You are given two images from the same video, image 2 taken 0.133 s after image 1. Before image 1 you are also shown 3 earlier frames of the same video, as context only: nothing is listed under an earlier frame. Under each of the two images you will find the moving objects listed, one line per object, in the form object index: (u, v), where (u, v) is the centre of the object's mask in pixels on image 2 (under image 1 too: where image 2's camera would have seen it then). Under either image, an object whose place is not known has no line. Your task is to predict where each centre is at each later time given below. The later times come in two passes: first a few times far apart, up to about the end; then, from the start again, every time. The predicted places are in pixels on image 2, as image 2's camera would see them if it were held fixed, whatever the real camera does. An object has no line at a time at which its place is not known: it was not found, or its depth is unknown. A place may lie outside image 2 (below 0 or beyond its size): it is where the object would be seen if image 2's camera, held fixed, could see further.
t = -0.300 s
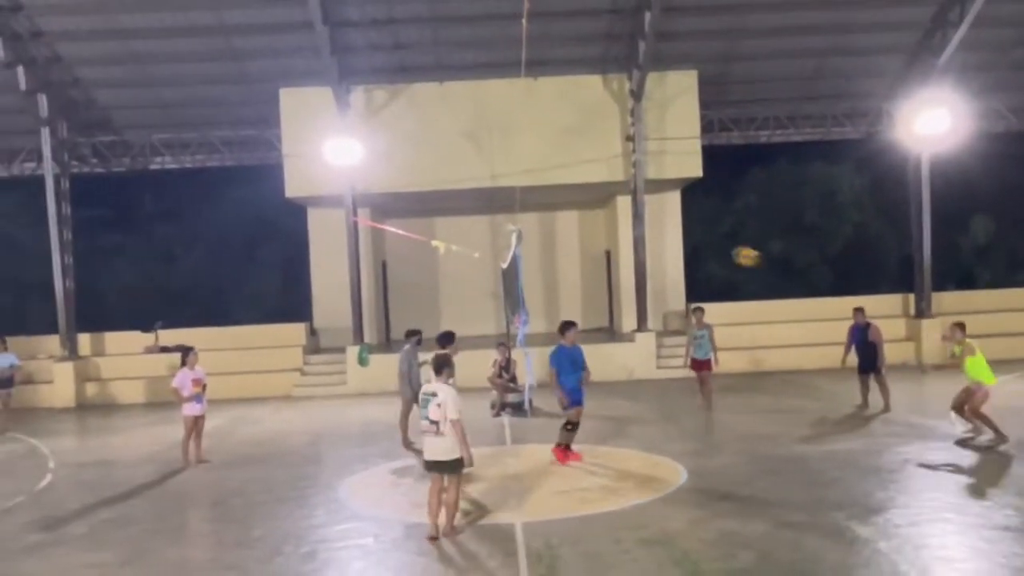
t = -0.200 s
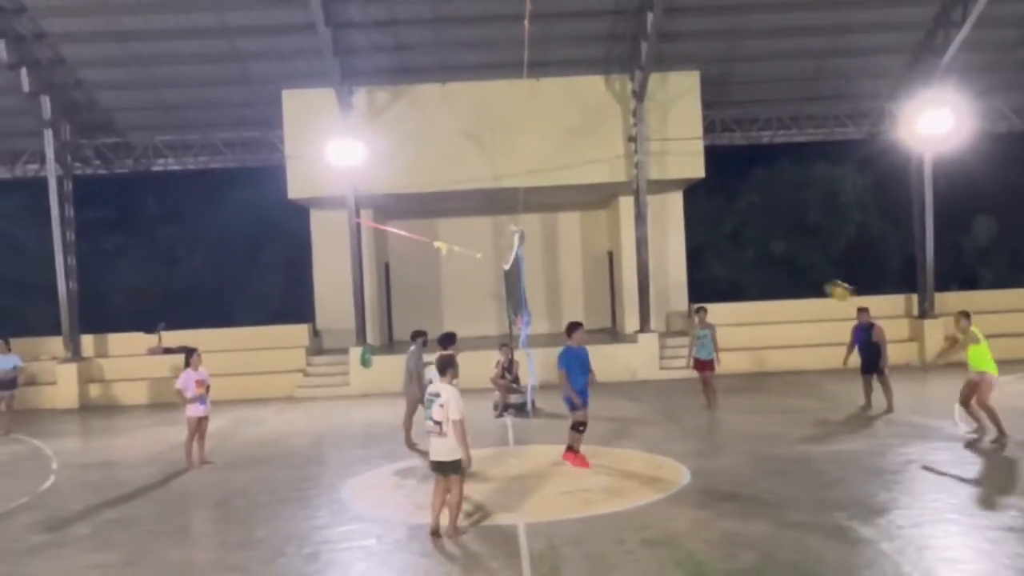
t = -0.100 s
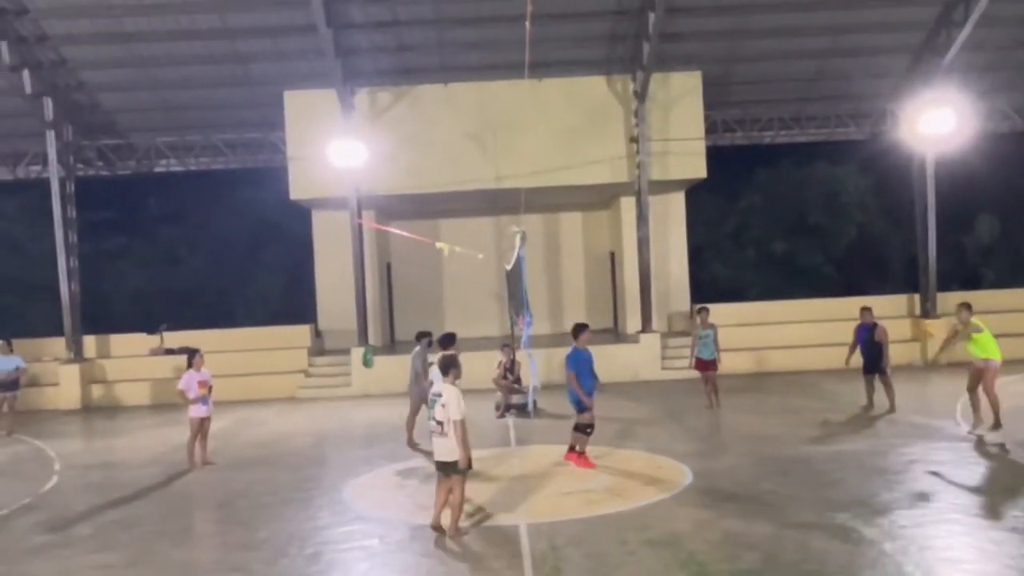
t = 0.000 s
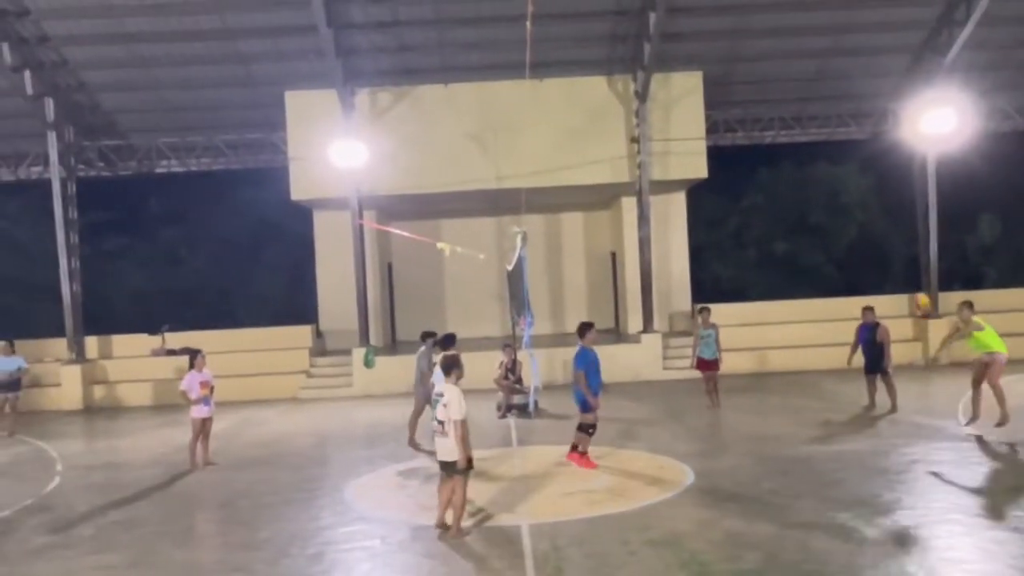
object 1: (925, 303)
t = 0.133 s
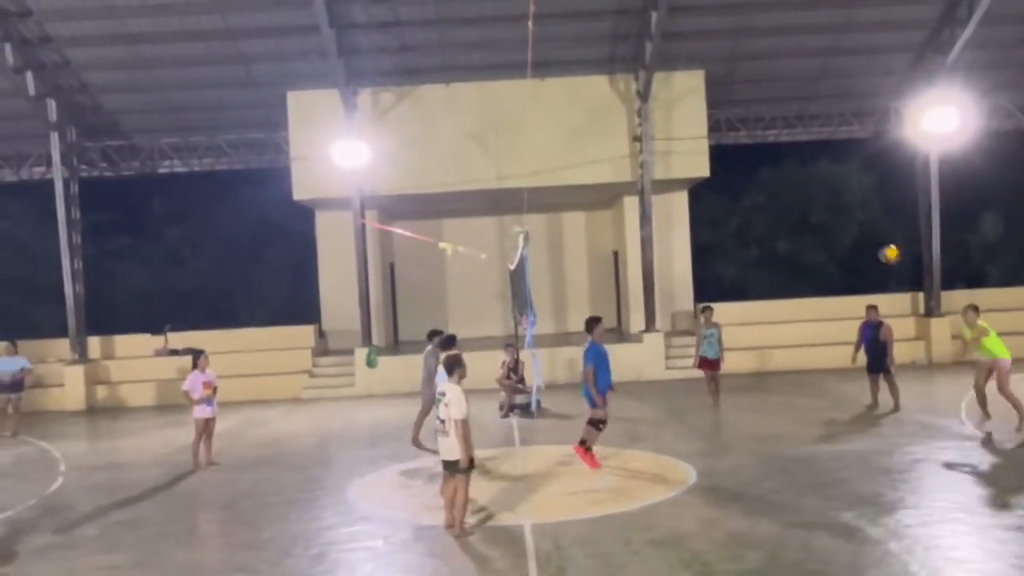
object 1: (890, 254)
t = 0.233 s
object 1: (864, 227)
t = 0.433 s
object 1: (813, 197)
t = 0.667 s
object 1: (752, 202)
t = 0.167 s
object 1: (880, 244)
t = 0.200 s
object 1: (872, 235)
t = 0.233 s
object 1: (864, 227)
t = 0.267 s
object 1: (856, 220)
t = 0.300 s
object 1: (846, 214)
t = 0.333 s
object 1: (837, 208)
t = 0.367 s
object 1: (829, 203)
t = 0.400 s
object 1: (821, 199)
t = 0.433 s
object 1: (813, 197)
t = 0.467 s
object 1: (804, 195)
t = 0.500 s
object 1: (795, 194)
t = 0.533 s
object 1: (787, 194)
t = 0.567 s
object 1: (778, 194)
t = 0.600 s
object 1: (769, 196)
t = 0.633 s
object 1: (760, 199)
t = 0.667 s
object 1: (752, 202)
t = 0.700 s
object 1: (743, 208)
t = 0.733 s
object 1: (735, 214)
